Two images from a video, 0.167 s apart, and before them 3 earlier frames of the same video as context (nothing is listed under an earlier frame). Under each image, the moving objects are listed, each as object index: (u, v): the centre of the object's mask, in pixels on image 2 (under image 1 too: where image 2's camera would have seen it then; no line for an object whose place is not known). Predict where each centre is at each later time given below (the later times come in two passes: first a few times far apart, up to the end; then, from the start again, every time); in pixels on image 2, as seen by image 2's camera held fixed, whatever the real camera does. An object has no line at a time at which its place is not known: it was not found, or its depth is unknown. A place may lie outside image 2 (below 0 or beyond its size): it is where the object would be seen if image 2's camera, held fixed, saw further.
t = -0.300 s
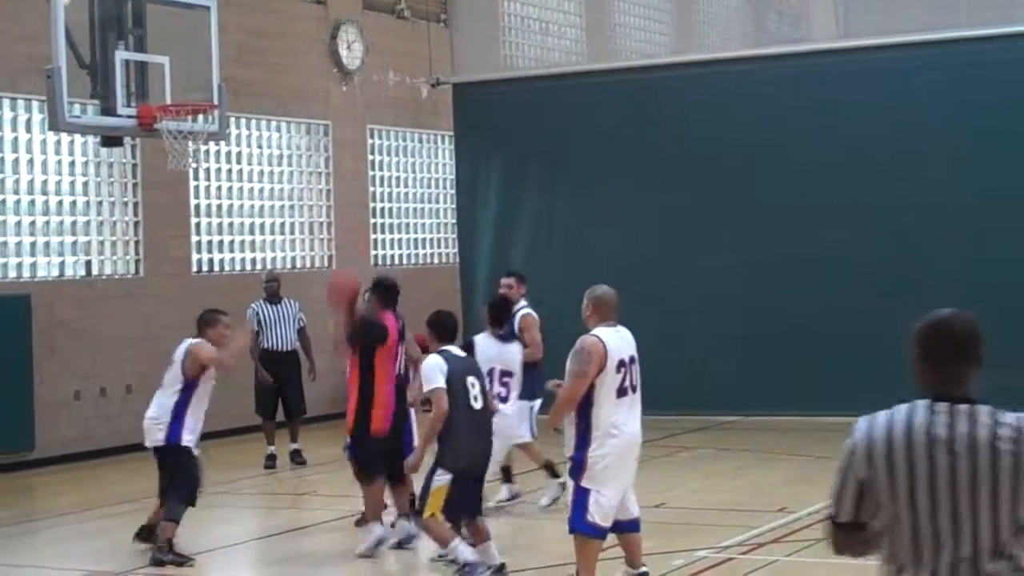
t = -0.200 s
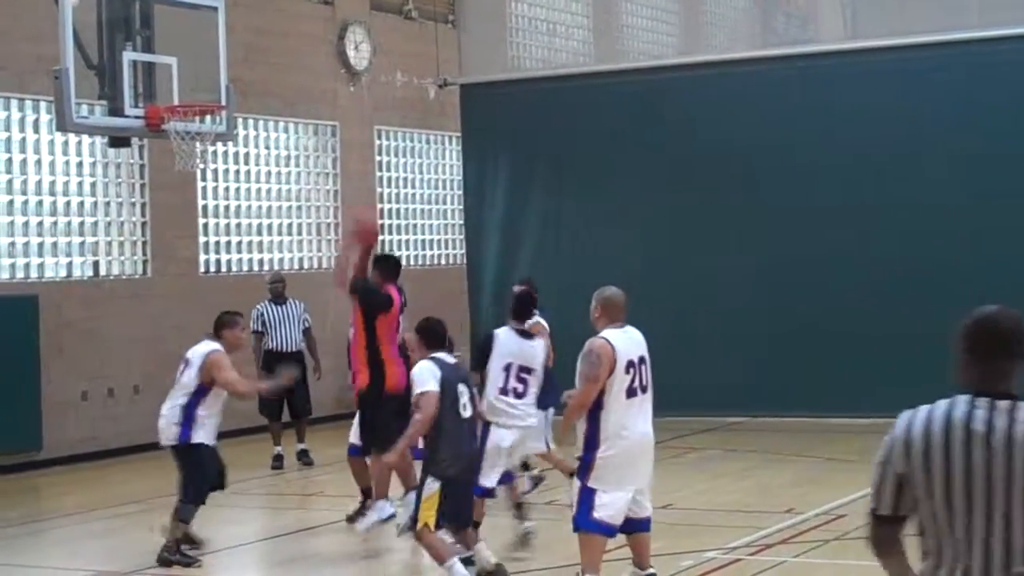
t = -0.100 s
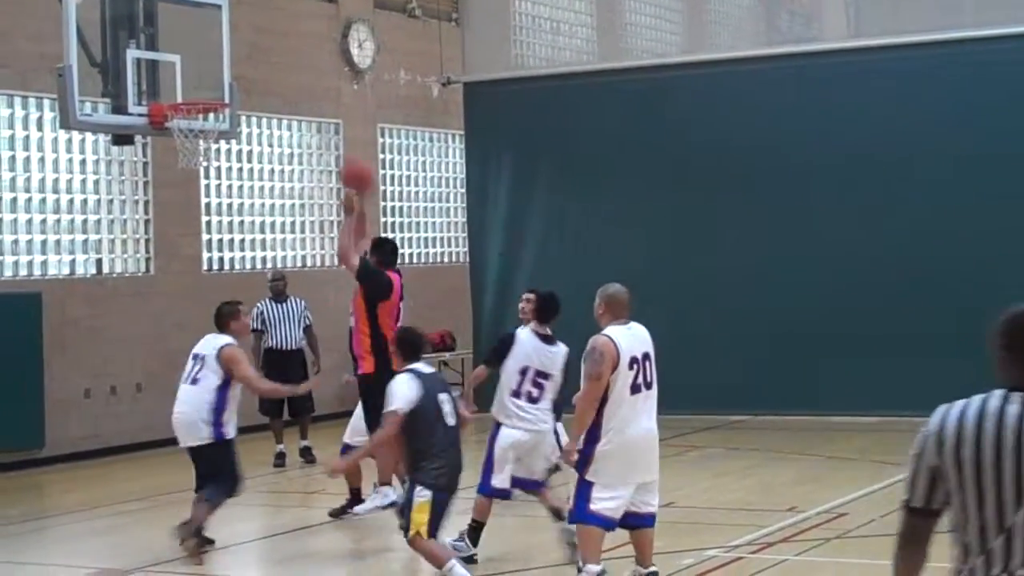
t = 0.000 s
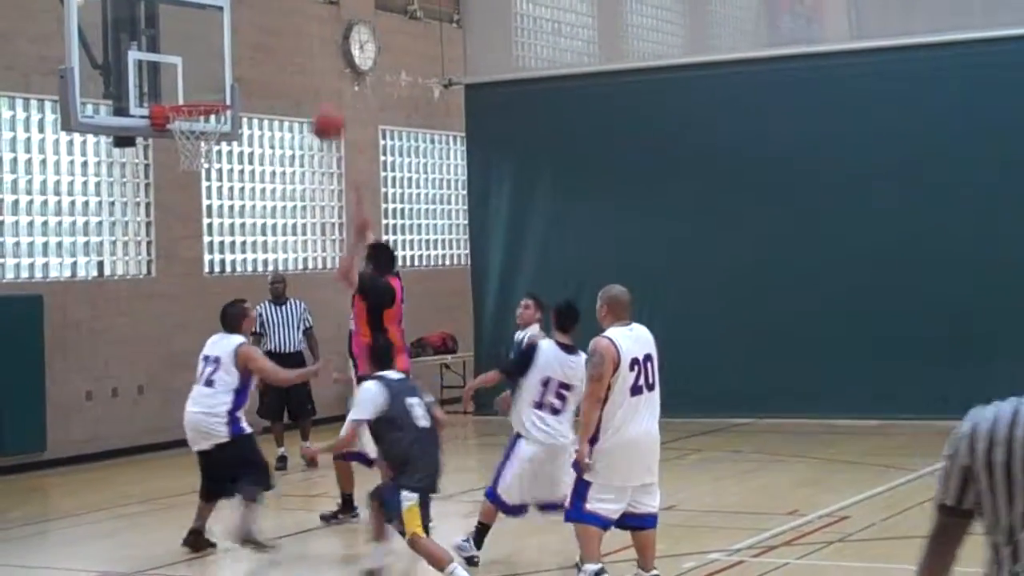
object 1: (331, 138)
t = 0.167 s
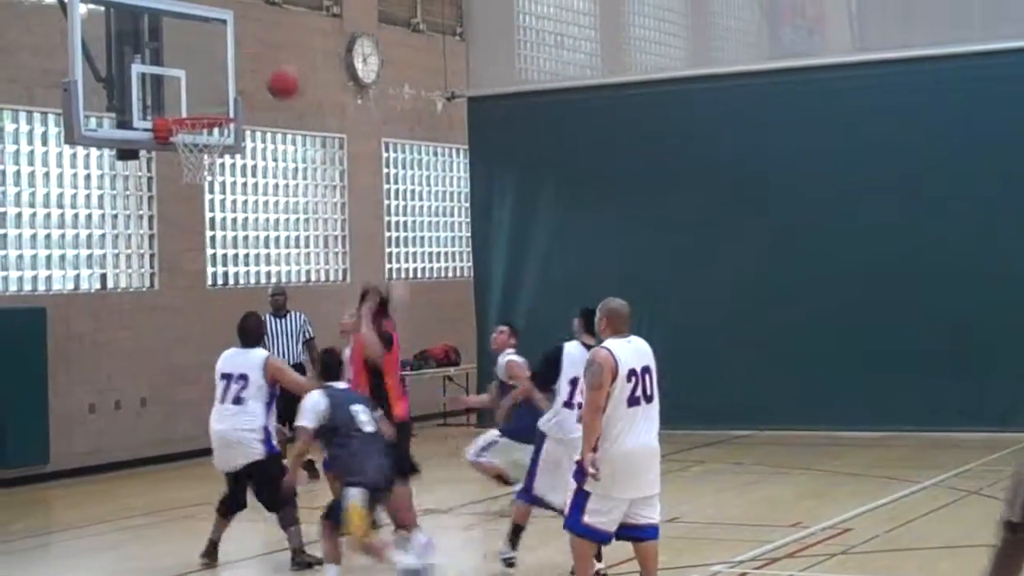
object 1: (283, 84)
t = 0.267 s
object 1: (257, 70)
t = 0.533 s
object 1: (190, 102)
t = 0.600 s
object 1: (187, 103)
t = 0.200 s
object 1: (273, 78)
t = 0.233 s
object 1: (265, 73)
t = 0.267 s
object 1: (257, 70)
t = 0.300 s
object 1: (249, 68)
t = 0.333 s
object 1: (240, 68)
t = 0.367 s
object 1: (231, 69)
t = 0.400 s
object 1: (223, 74)
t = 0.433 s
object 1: (214, 78)
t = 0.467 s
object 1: (207, 84)
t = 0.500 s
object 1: (199, 93)
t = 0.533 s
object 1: (190, 102)
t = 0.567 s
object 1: (187, 103)
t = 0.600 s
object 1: (187, 103)
